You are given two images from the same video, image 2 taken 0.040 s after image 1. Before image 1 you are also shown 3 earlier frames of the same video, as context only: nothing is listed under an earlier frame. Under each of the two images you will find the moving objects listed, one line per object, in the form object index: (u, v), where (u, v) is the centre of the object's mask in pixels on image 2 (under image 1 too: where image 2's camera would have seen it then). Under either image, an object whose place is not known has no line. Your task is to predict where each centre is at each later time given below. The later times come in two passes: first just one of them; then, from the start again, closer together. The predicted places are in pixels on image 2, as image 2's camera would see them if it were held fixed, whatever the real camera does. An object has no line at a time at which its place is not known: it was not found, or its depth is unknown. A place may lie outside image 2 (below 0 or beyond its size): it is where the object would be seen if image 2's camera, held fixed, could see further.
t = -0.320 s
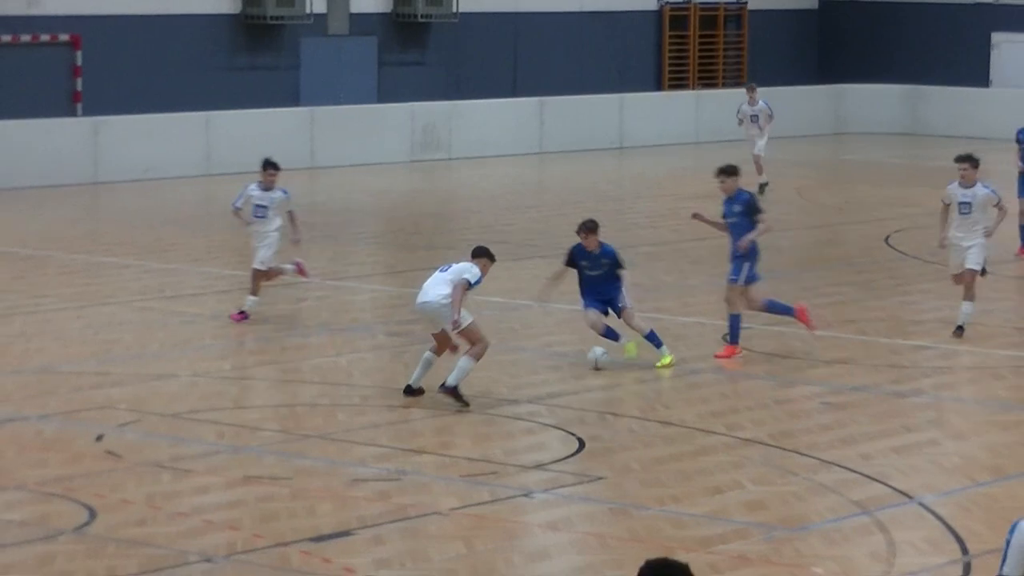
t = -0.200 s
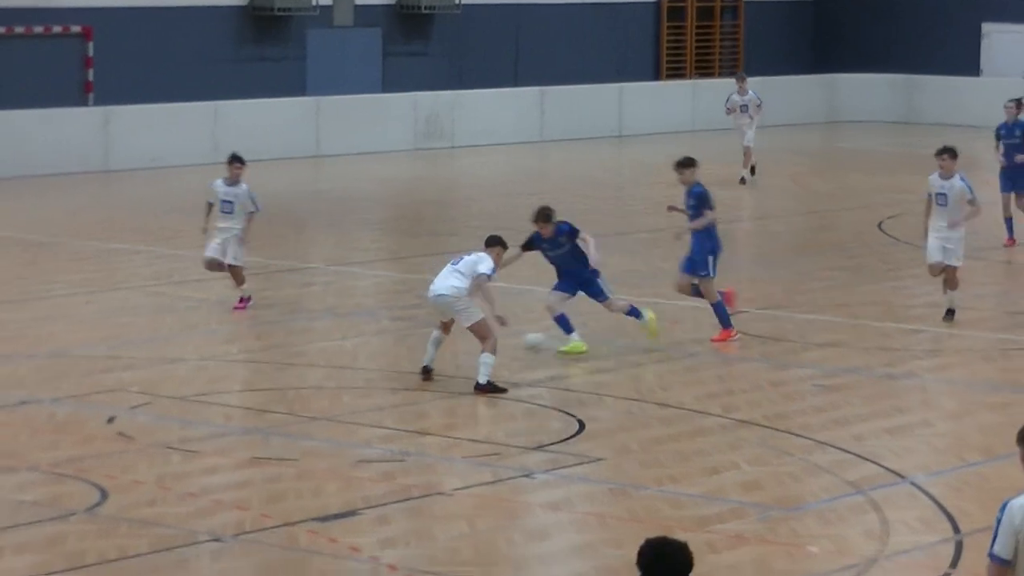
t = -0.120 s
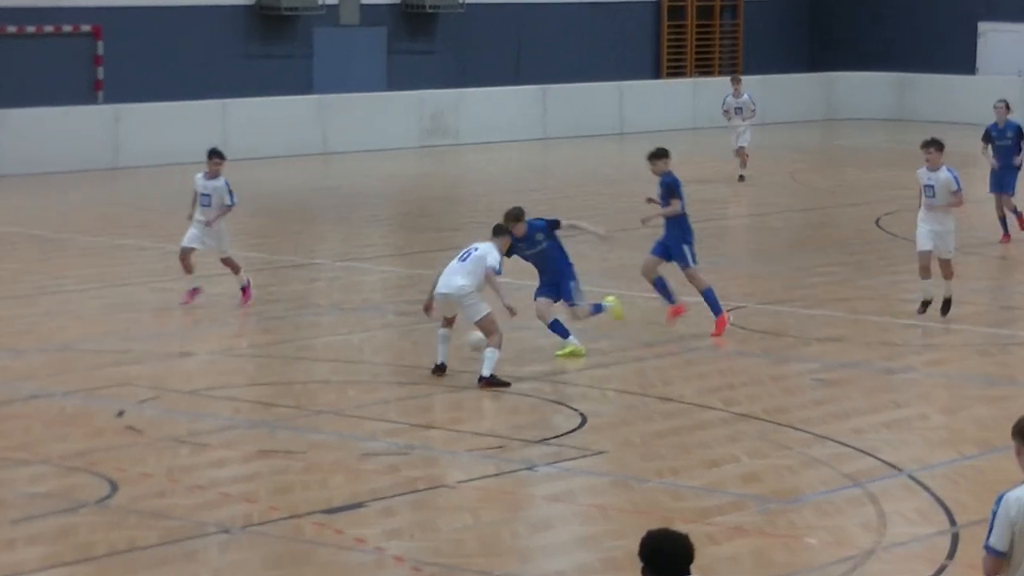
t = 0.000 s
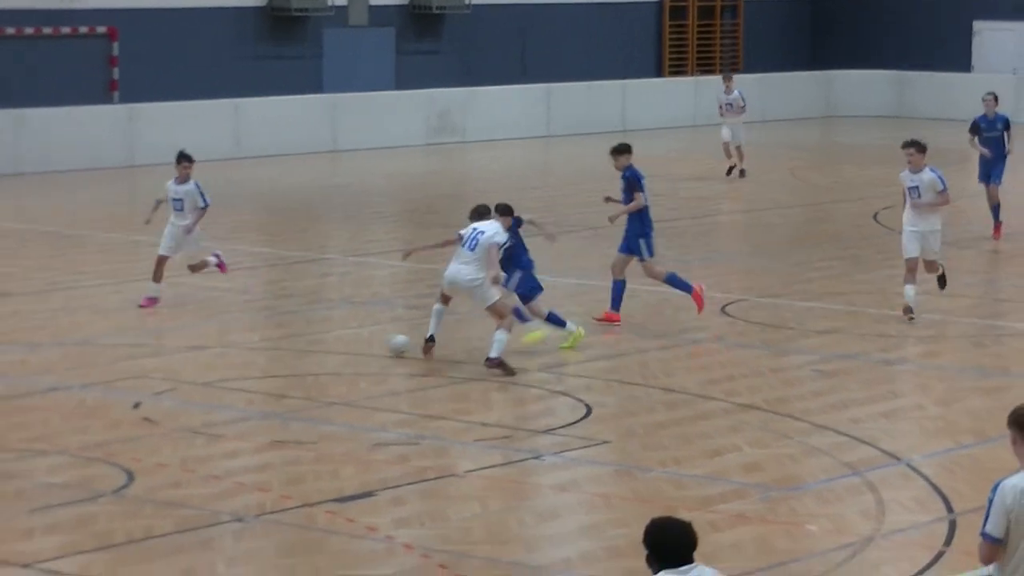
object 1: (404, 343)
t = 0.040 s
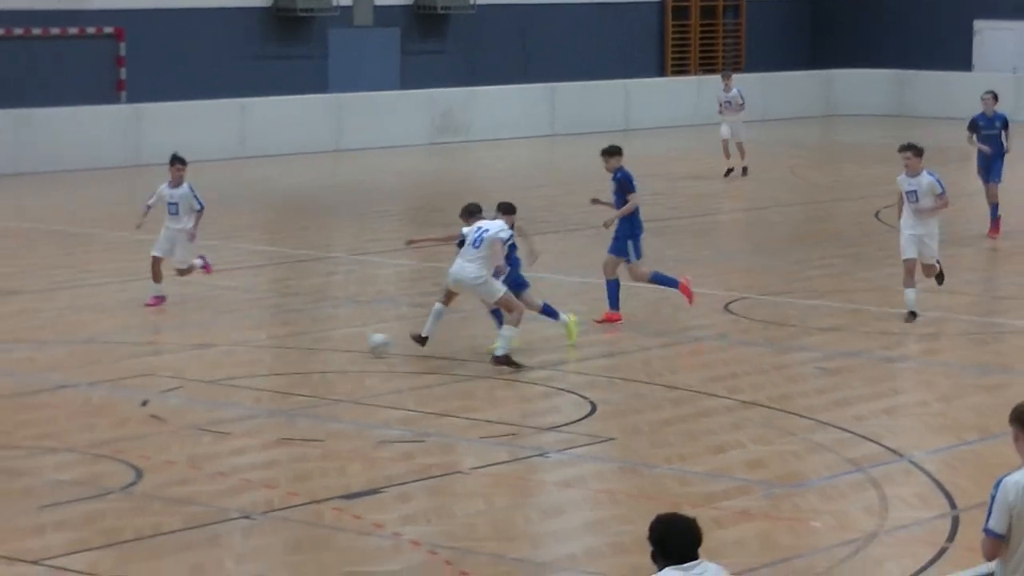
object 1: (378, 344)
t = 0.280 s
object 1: (233, 358)
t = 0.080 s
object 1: (351, 348)
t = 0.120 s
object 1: (326, 351)
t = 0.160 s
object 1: (302, 352)
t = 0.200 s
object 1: (278, 354)
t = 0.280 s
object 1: (233, 358)
